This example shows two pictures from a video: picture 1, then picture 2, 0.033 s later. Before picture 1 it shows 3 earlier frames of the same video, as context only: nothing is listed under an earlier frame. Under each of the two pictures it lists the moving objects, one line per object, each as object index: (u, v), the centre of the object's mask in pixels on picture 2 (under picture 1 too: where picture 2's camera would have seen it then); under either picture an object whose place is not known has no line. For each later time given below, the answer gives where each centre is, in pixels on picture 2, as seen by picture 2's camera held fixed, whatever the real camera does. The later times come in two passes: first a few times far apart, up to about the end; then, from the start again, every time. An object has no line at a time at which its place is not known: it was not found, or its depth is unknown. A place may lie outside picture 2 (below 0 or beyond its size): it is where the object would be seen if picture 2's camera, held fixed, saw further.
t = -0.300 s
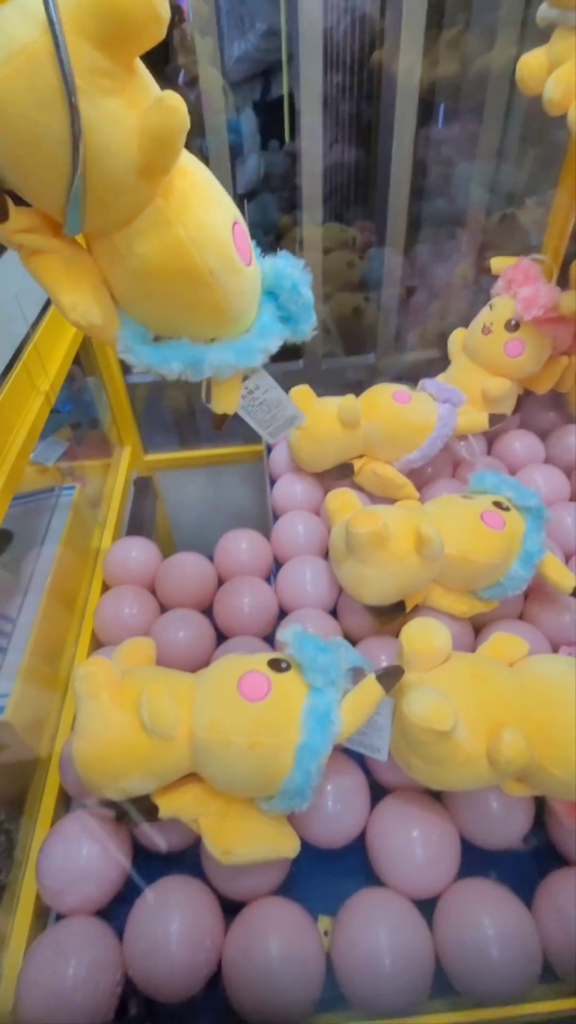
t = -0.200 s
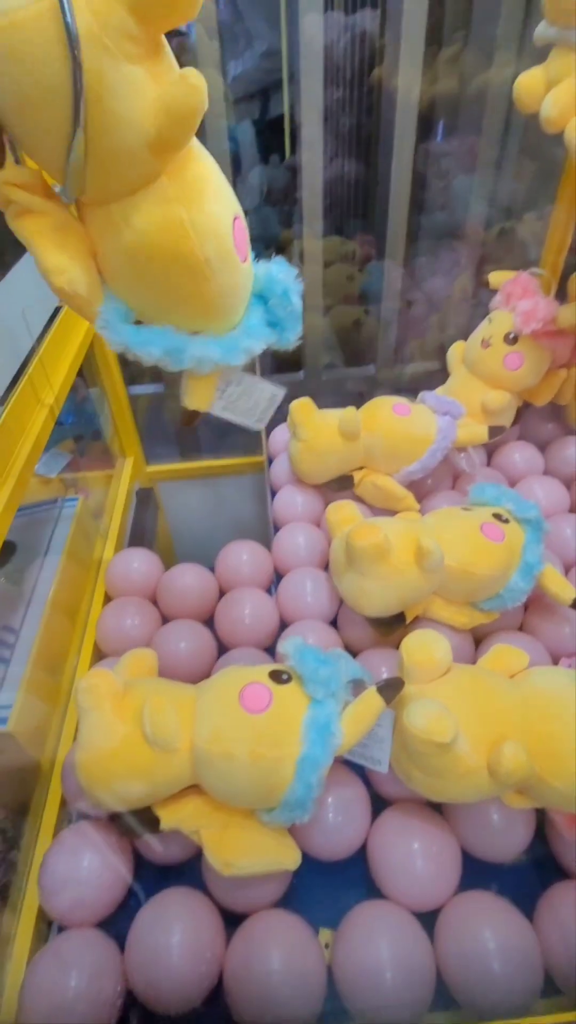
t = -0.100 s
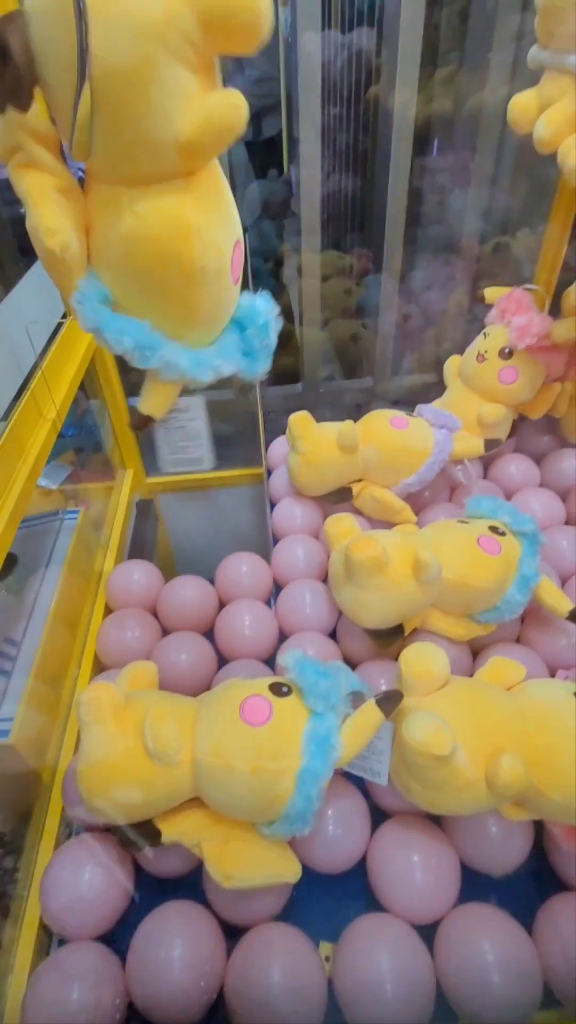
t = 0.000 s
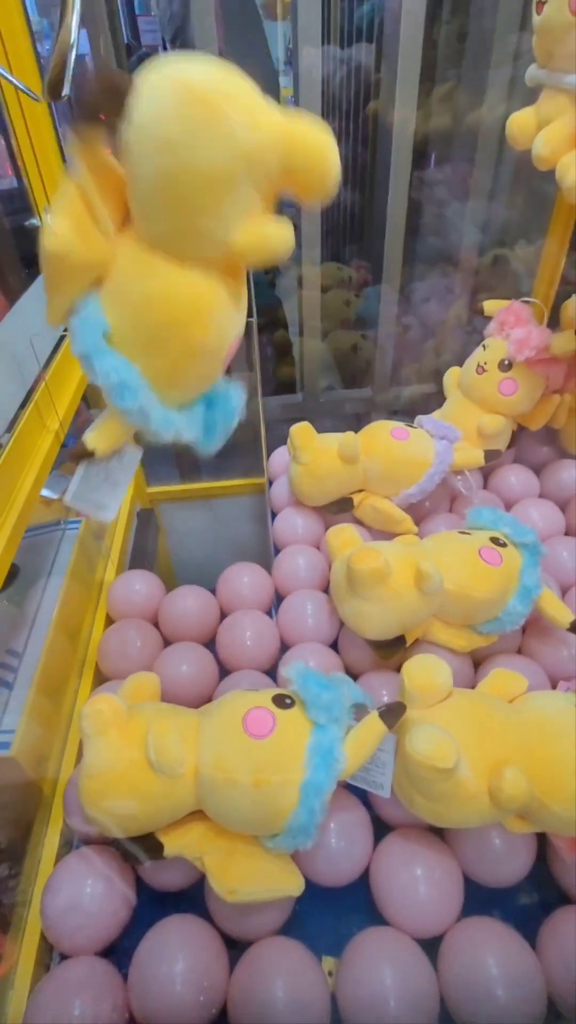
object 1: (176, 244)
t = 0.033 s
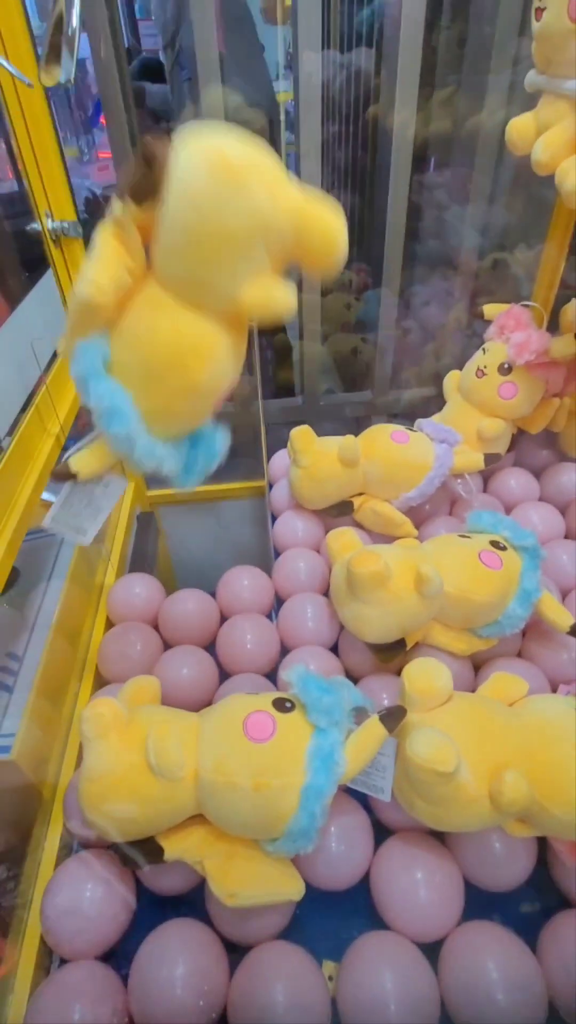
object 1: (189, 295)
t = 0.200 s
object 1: (223, 579)
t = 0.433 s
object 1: (221, 589)
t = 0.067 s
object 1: (196, 351)
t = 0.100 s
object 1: (203, 410)
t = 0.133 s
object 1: (206, 471)
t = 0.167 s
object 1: (218, 529)
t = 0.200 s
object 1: (223, 579)
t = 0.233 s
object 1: (230, 599)
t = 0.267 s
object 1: (223, 581)
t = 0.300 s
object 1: (220, 572)
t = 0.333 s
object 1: (219, 567)
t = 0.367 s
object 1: (219, 569)
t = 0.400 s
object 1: (221, 576)
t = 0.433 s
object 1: (221, 589)
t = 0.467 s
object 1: (224, 601)
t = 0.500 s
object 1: (227, 611)
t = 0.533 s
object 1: (234, 617)
